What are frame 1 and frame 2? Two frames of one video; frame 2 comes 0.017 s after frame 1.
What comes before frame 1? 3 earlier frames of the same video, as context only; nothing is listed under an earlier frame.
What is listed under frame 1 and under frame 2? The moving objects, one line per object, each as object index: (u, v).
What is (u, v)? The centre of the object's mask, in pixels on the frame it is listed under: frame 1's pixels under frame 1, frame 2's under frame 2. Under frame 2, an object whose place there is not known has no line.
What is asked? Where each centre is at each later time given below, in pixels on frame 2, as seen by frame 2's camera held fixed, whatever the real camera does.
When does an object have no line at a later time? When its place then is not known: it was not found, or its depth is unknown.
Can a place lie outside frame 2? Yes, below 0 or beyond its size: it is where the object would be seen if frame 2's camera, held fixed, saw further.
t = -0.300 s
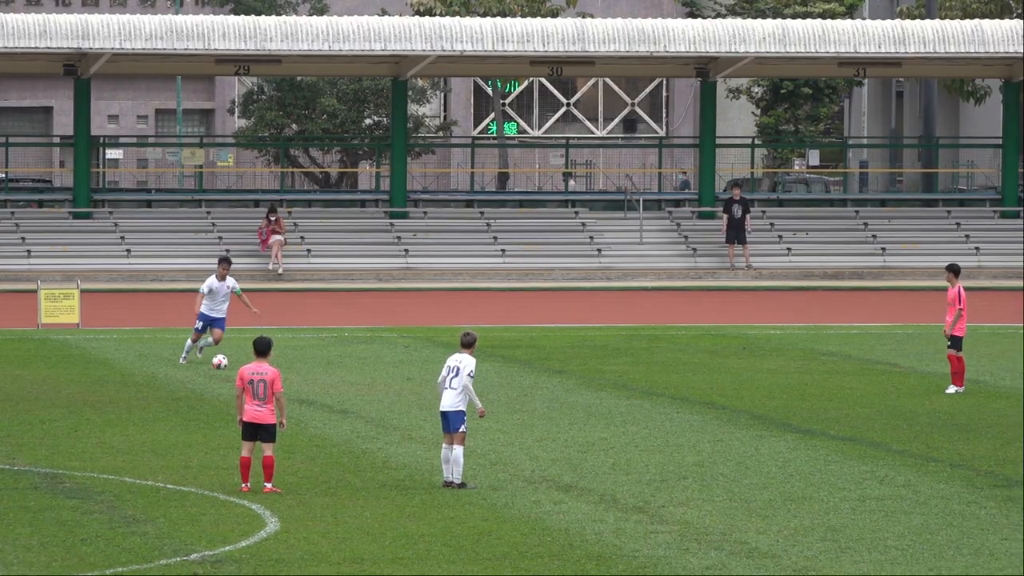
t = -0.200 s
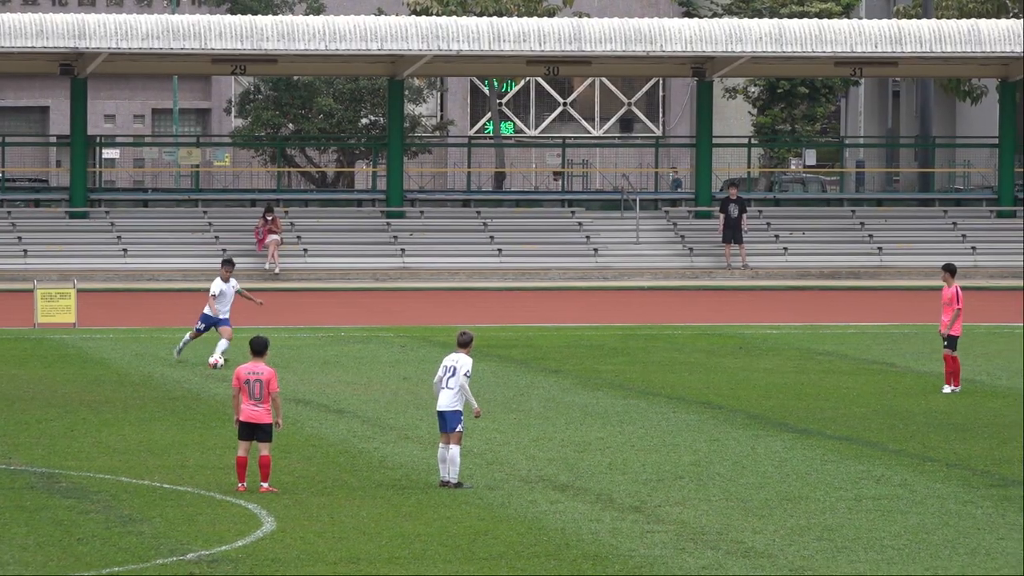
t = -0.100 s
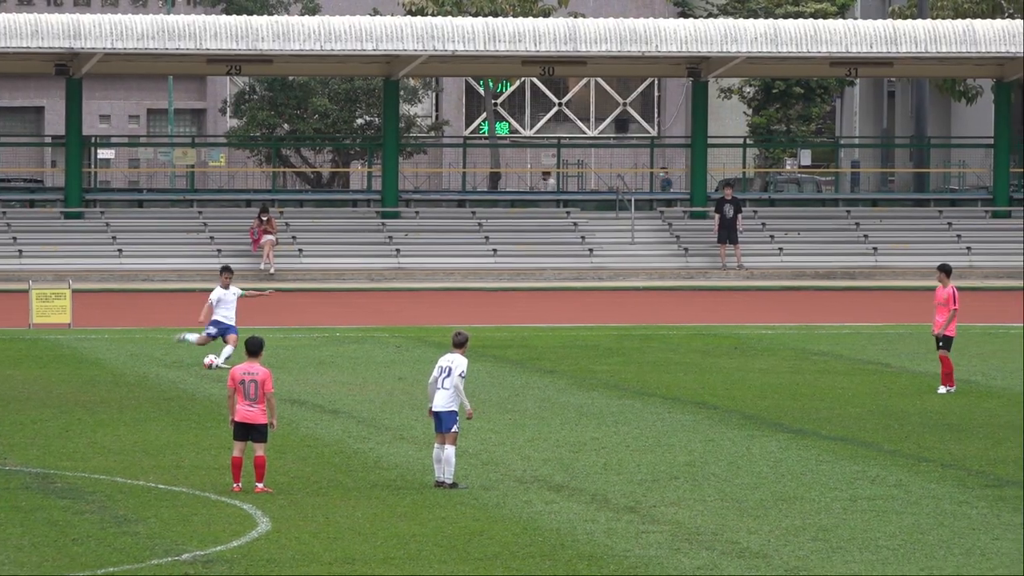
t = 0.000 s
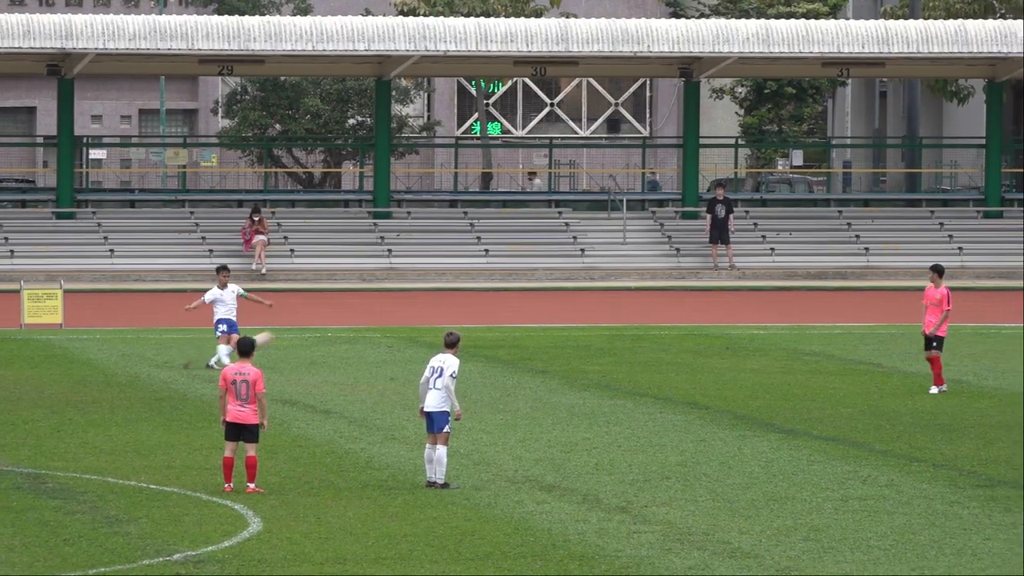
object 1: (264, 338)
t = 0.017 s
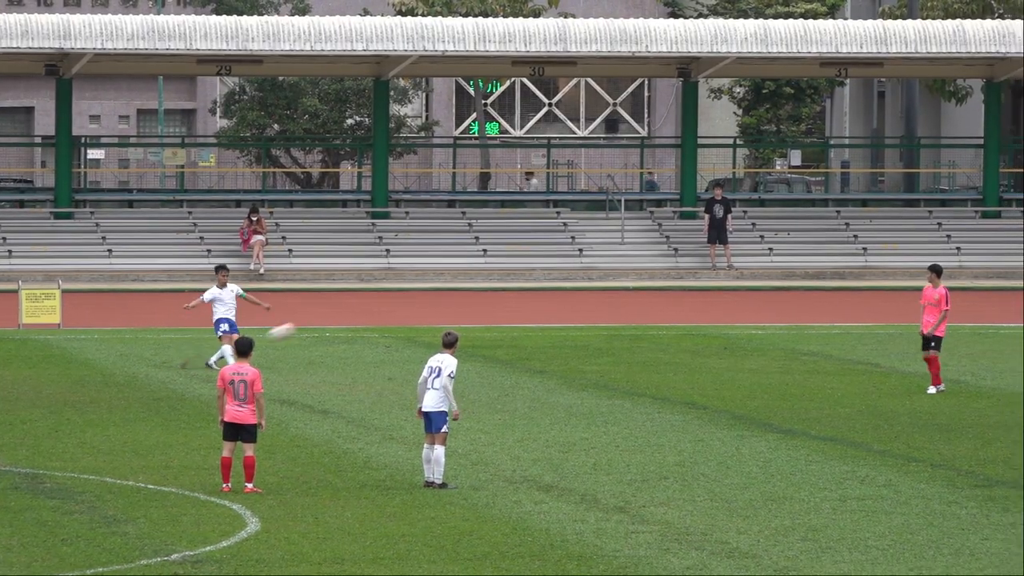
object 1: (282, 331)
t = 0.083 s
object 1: (378, 297)
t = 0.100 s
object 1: (401, 289)
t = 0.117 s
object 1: (425, 279)
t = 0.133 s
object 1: (447, 272)
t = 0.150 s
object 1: (472, 263)
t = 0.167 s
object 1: (496, 256)
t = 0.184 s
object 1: (518, 247)
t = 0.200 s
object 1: (541, 240)
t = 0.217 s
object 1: (566, 232)
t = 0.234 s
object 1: (587, 223)
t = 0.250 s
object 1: (610, 217)
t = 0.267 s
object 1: (632, 208)
